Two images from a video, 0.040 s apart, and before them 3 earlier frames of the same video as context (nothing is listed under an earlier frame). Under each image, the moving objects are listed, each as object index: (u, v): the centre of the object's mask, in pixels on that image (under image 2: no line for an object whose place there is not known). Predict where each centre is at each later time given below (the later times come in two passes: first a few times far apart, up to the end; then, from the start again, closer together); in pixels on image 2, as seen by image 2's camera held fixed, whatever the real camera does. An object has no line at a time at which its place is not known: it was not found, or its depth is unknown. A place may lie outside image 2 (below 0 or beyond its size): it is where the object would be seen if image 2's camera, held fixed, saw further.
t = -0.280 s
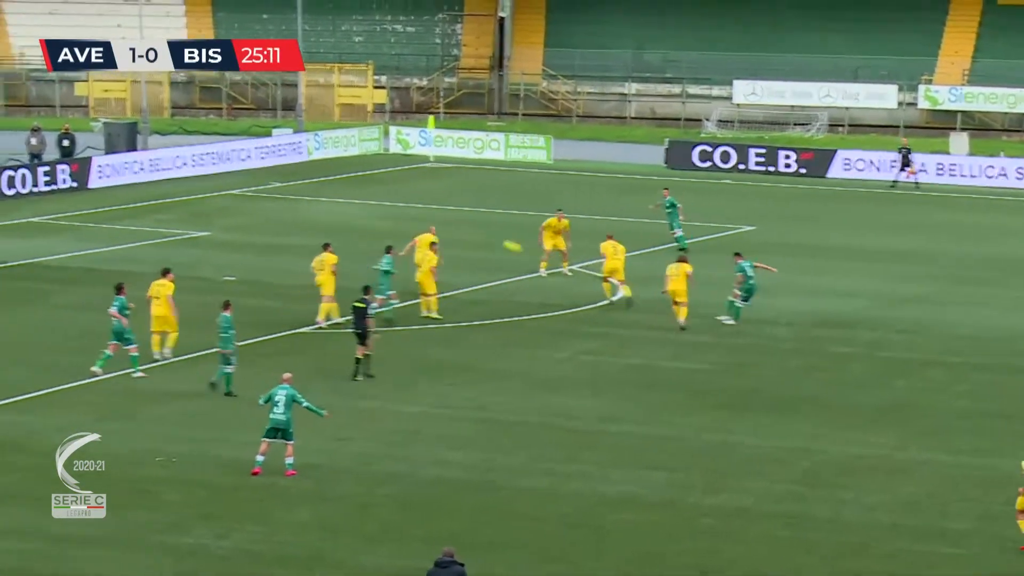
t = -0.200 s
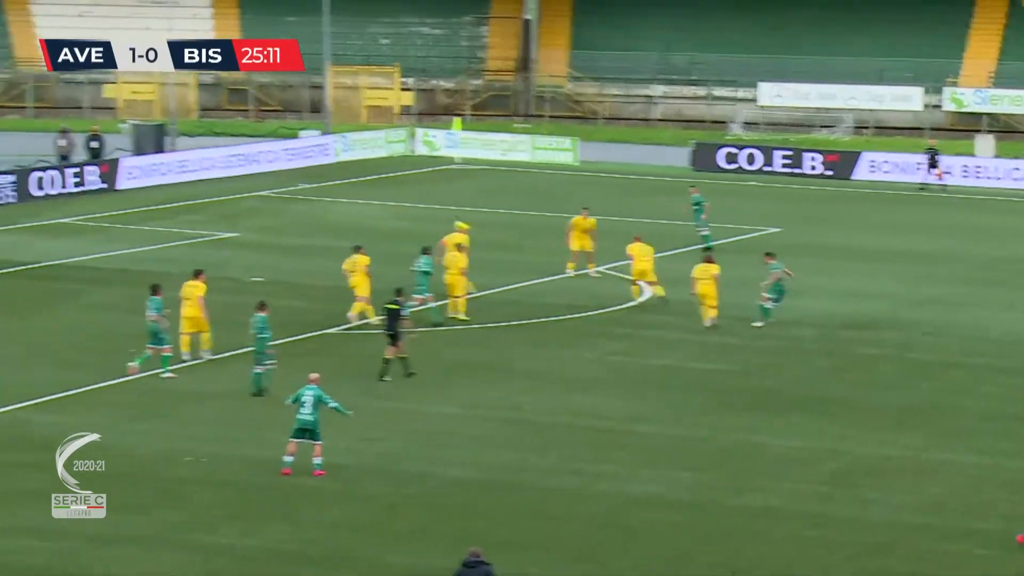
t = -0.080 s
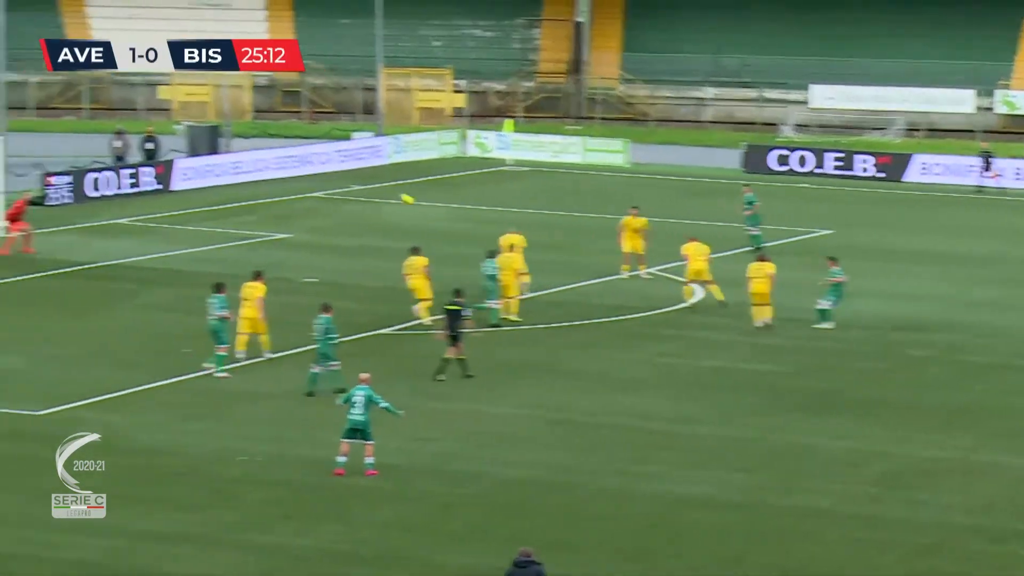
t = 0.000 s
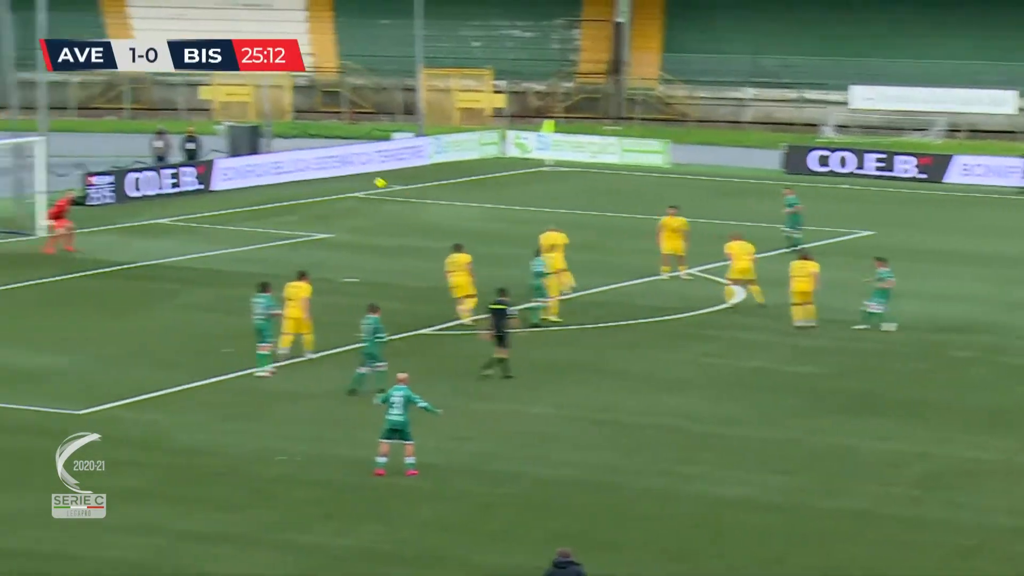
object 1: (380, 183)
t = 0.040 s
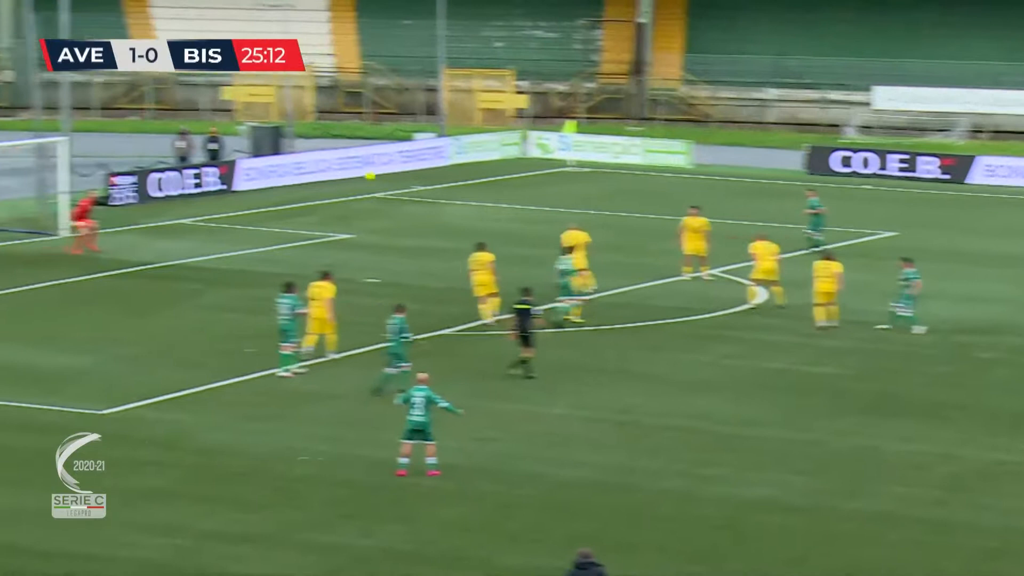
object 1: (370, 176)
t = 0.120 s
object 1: (310, 162)
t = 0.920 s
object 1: (-166, 107)
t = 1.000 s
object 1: (-175, 109)
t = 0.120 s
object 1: (310, 162)
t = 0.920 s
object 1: (-166, 107)
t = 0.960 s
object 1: (-172, 108)
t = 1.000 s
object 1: (-175, 109)
